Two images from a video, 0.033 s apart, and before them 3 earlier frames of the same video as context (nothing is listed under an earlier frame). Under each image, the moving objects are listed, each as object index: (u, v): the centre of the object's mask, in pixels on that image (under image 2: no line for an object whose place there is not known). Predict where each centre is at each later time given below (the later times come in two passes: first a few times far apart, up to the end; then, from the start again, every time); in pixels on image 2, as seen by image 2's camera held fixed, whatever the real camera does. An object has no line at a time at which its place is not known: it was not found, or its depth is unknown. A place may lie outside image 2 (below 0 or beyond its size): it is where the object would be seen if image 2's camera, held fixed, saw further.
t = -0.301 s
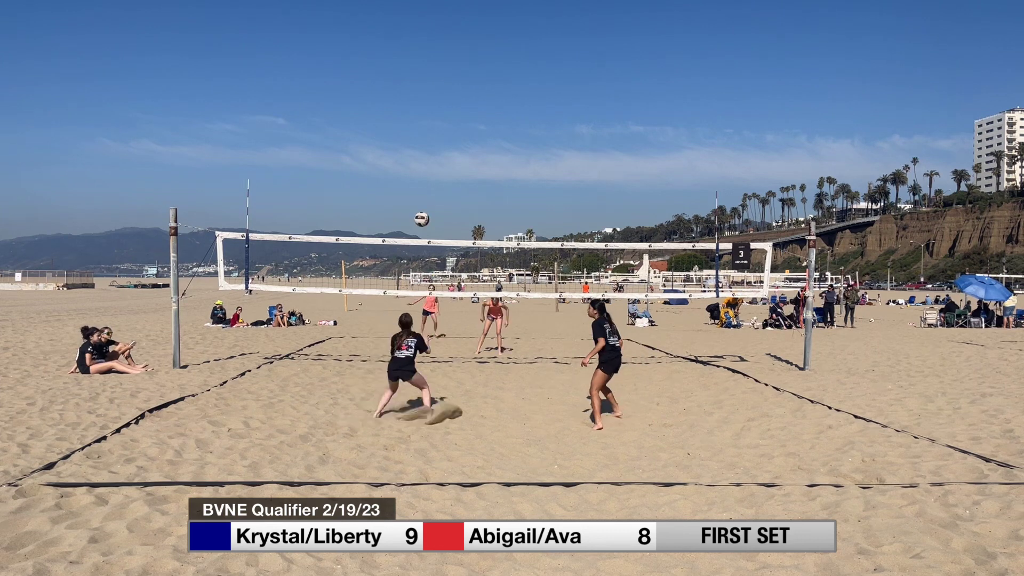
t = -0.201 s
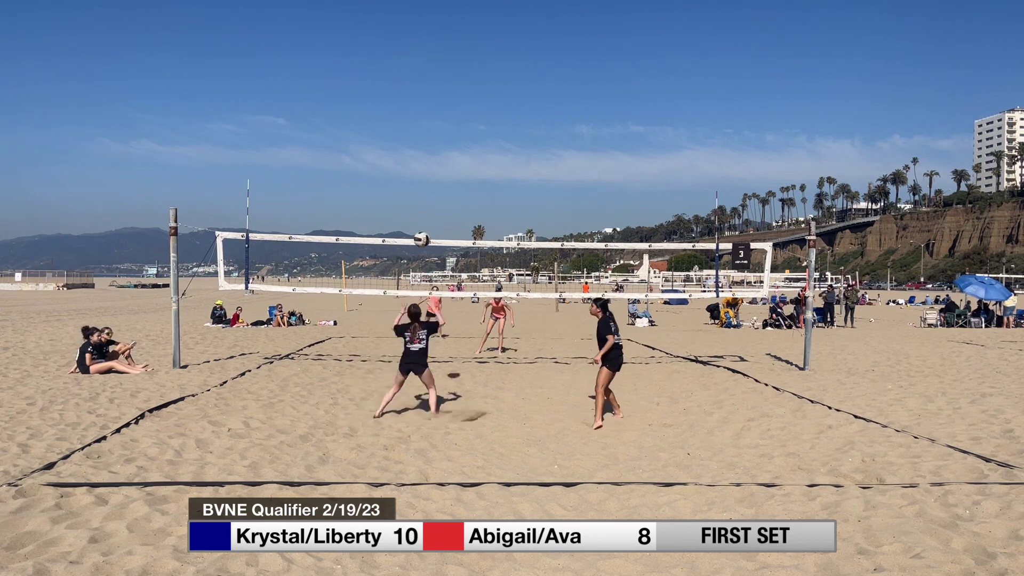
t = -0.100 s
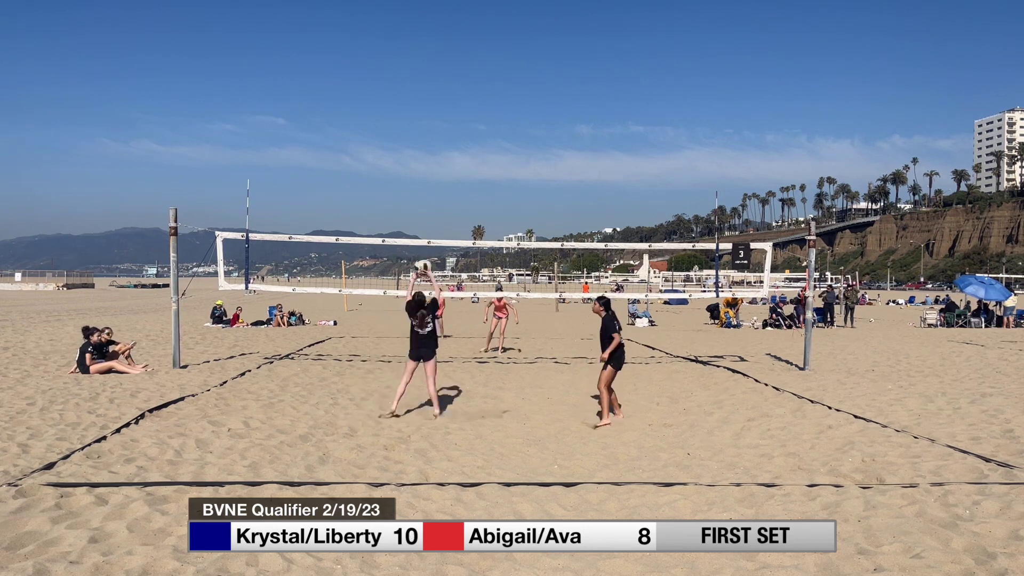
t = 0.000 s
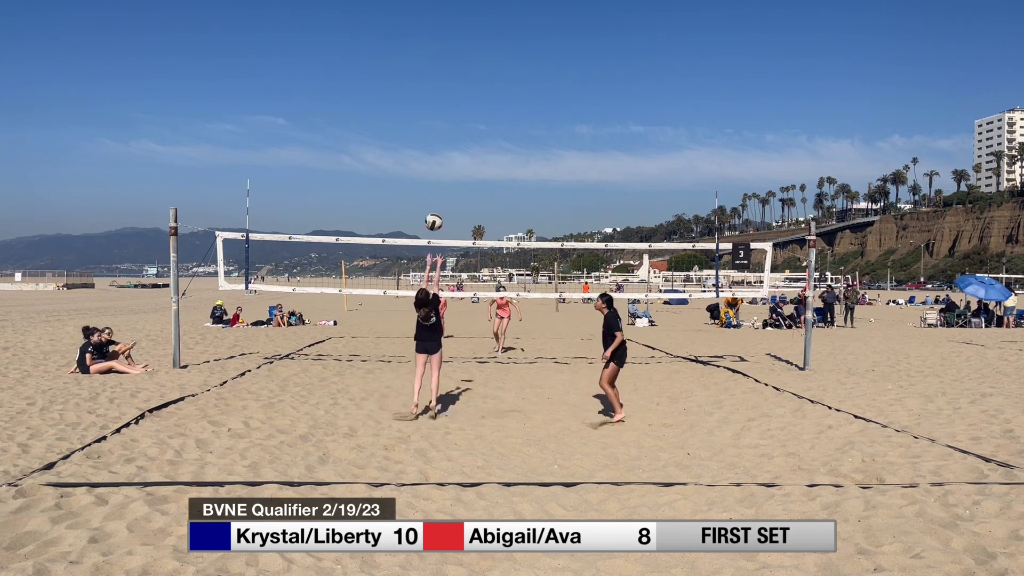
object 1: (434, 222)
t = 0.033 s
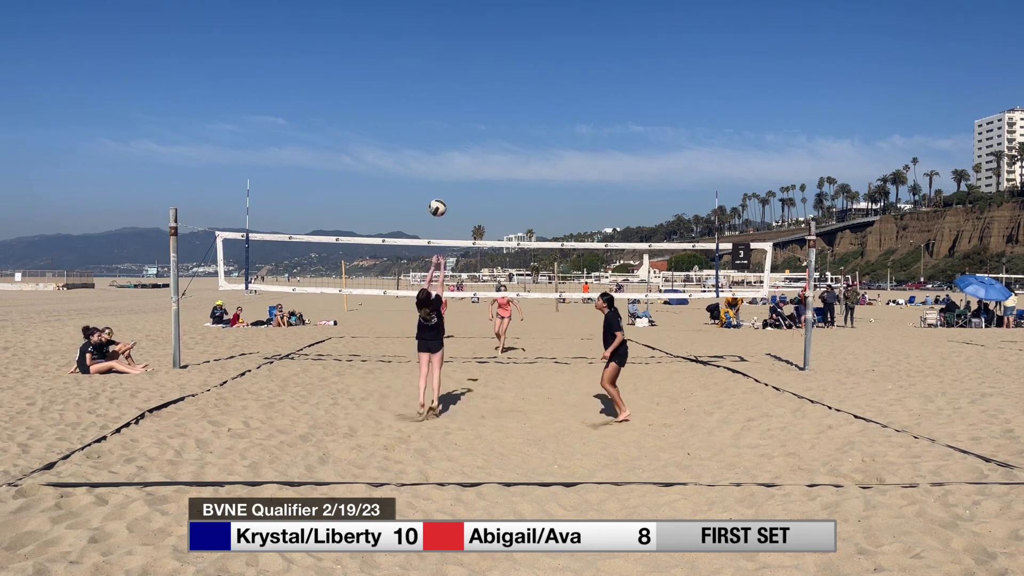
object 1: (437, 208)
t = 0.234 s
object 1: (461, 143)
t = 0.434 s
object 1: (484, 112)
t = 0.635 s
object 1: (507, 114)
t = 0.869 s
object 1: (533, 155)
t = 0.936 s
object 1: (540, 174)
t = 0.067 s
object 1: (441, 194)
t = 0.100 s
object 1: (445, 182)
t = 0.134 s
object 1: (449, 171)
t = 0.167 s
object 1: (453, 160)
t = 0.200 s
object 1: (457, 151)
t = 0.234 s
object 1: (461, 143)
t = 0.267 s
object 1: (465, 135)
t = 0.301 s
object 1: (468, 129)
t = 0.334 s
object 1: (472, 124)
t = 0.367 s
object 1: (476, 119)
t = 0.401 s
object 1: (480, 115)
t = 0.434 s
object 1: (484, 112)
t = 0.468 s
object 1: (488, 110)
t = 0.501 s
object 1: (492, 109)
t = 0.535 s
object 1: (495, 109)
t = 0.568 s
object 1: (499, 110)
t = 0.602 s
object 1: (503, 112)
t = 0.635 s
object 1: (507, 114)
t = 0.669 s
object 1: (511, 117)
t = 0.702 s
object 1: (514, 121)
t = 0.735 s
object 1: (518, 127)
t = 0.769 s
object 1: (522, 132)
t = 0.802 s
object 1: (525, 139)
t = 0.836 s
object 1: (529, 147)
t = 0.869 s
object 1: (533, 155)
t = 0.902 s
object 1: (536, 164)
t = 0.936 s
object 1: (540, 174)
